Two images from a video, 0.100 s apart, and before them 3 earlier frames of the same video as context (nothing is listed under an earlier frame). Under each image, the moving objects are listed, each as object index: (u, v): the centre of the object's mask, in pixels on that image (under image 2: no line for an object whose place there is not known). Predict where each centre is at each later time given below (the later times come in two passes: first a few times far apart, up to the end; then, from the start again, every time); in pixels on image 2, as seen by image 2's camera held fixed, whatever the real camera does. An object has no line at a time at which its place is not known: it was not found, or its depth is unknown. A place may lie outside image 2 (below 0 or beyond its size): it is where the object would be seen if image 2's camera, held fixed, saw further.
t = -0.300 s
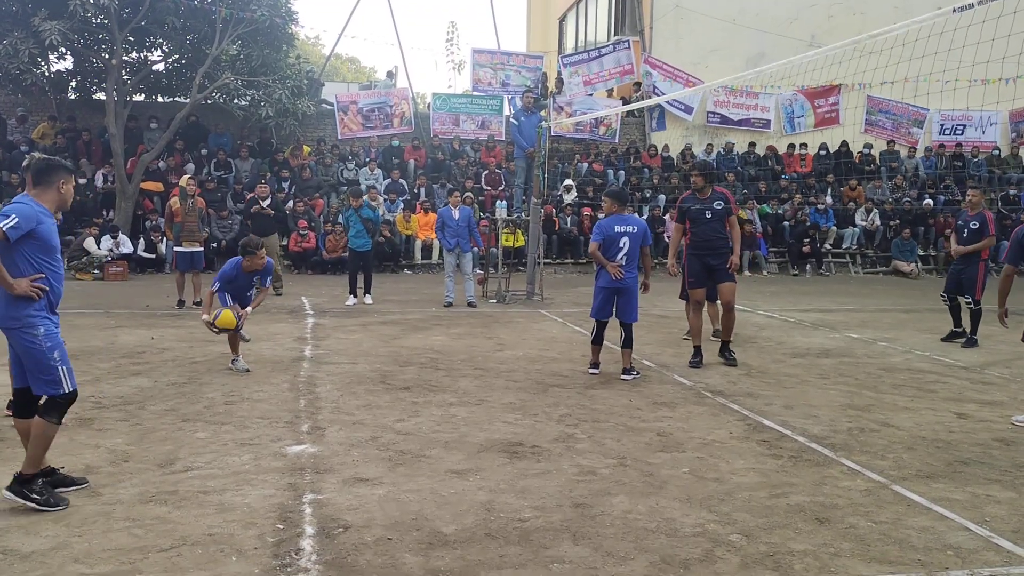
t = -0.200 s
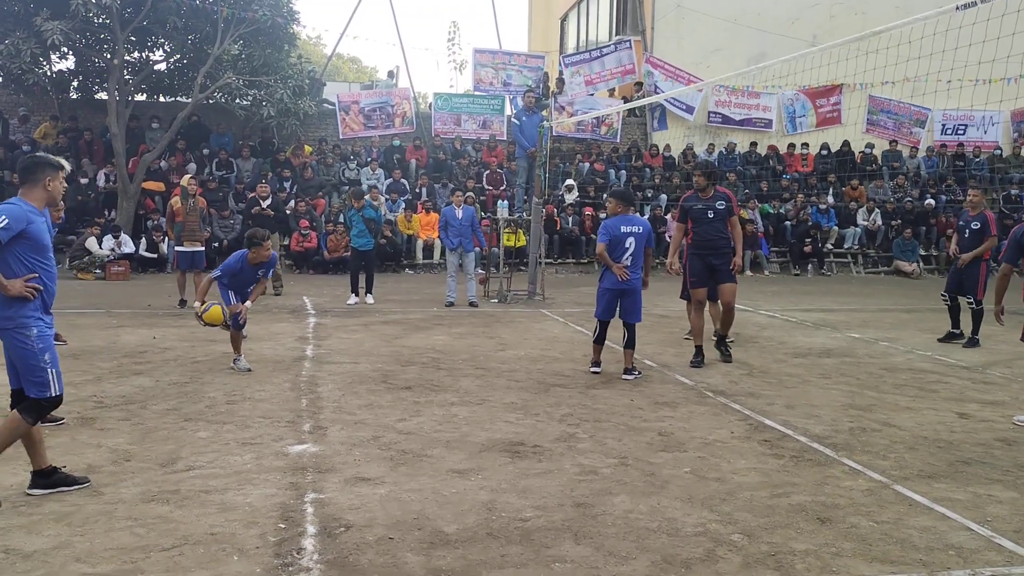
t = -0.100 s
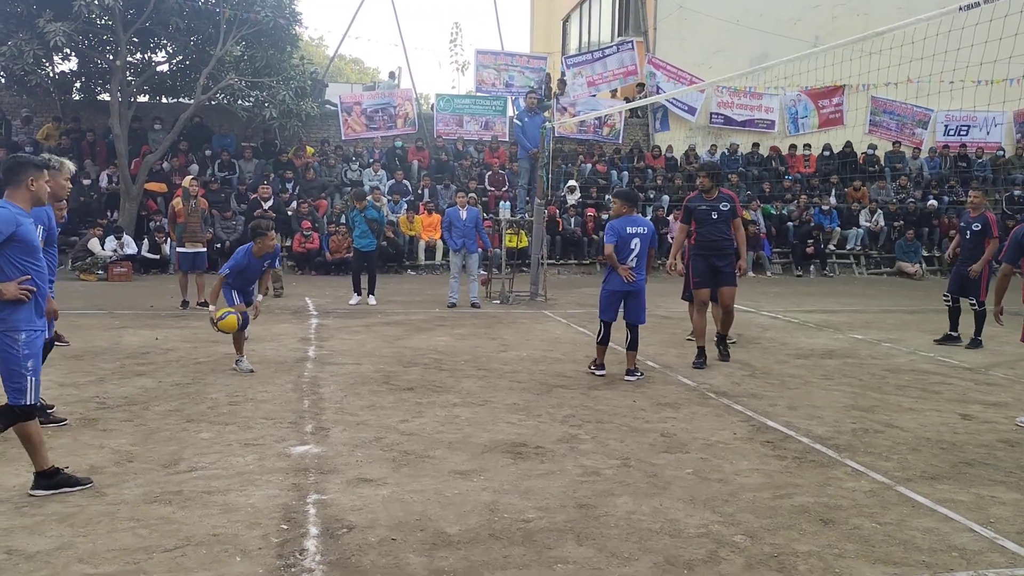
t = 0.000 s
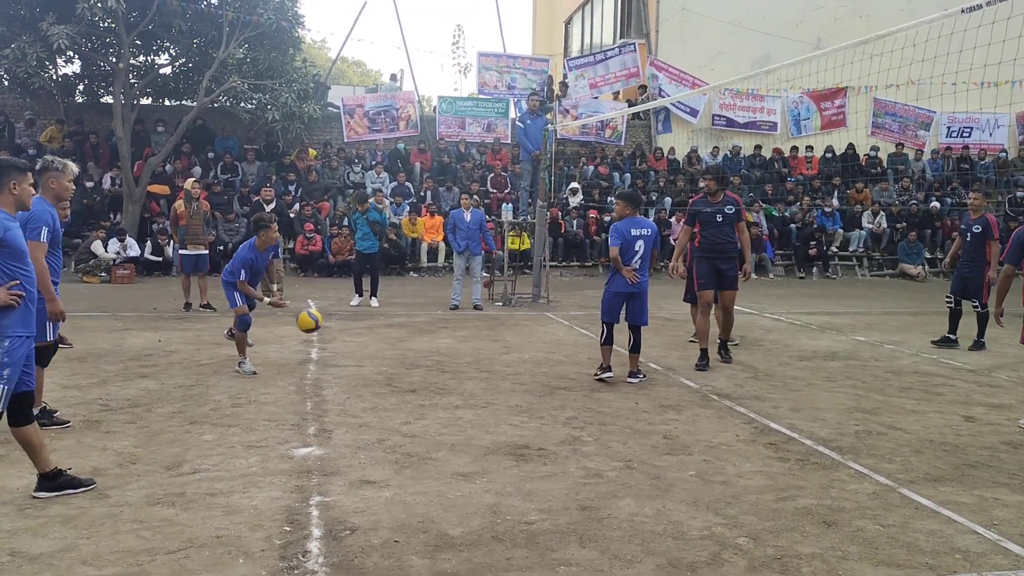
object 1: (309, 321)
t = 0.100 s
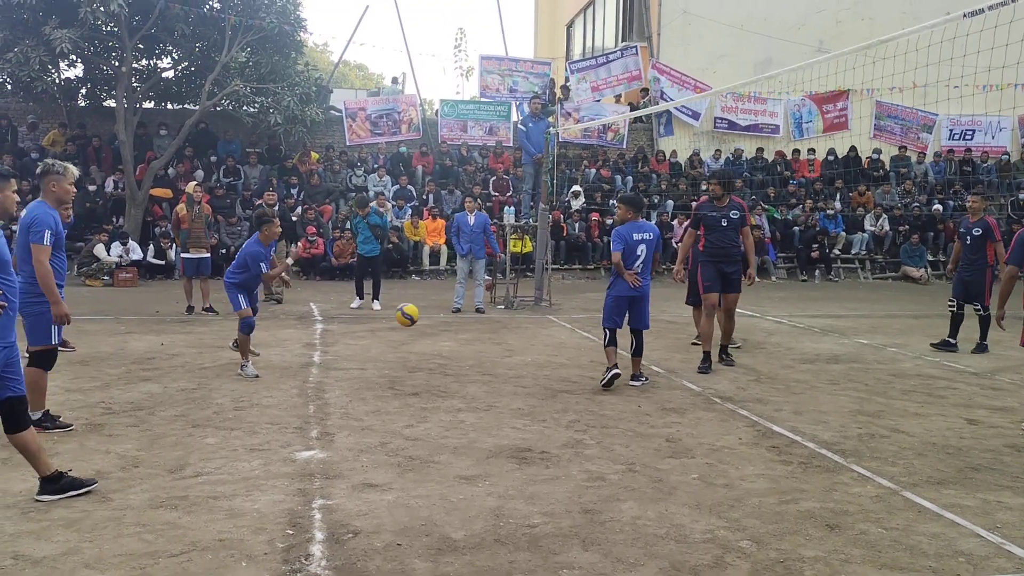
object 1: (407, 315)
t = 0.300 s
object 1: (571, 329)
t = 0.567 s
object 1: (716, 314)
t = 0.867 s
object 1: (837, 334)
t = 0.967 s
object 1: (875, 322)
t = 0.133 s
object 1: (436, 314)
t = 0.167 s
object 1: (465, 315)
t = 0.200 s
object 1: (493, 317)
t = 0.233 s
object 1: (520, 320)
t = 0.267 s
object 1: (546, 323)
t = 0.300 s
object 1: (571, 329)
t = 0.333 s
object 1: (594, 336)
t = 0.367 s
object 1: (625, 345)
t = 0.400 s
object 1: (645, 344)
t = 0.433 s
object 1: (655, 336)
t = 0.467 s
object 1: (671, 329)
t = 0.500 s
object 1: (687, 322)
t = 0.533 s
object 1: (696, 316)
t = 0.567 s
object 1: (716, 314)
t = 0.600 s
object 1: (738, 313)
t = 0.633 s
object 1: (745, 311)
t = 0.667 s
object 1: (759, 311)
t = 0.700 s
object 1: (773, 312)
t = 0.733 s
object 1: (786, 314)
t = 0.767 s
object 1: (799, 318)
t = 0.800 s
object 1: (812, 322)
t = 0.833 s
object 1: (825, 327)
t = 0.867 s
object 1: (837, 334)
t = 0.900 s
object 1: (849, 334)
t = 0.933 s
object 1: (862, 327)
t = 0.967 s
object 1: (875, 322)
